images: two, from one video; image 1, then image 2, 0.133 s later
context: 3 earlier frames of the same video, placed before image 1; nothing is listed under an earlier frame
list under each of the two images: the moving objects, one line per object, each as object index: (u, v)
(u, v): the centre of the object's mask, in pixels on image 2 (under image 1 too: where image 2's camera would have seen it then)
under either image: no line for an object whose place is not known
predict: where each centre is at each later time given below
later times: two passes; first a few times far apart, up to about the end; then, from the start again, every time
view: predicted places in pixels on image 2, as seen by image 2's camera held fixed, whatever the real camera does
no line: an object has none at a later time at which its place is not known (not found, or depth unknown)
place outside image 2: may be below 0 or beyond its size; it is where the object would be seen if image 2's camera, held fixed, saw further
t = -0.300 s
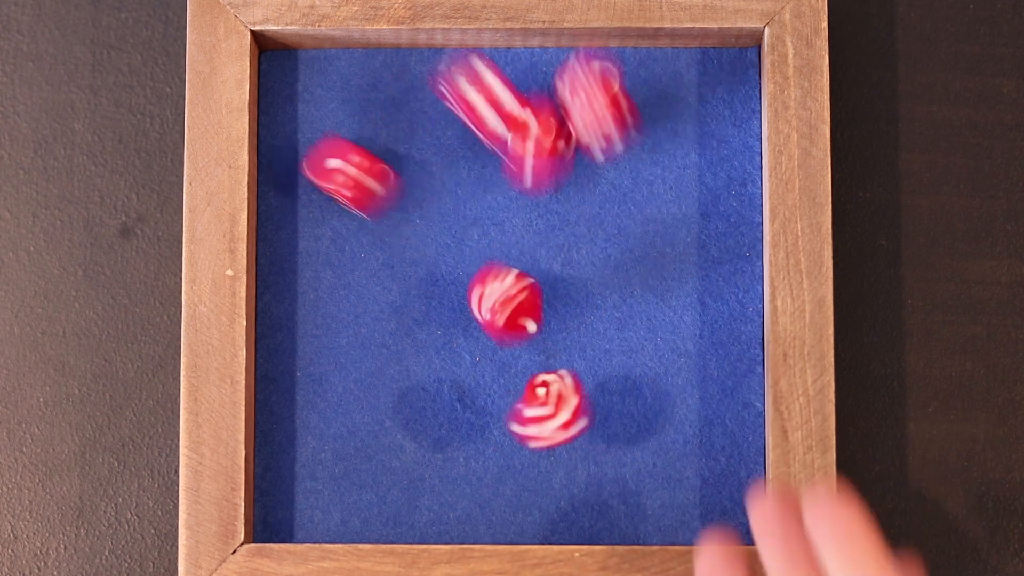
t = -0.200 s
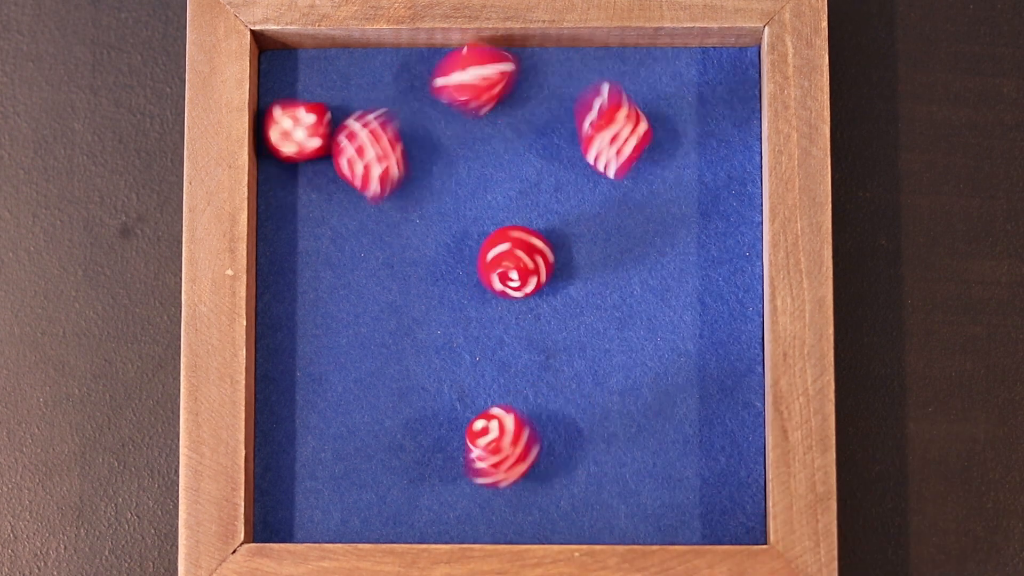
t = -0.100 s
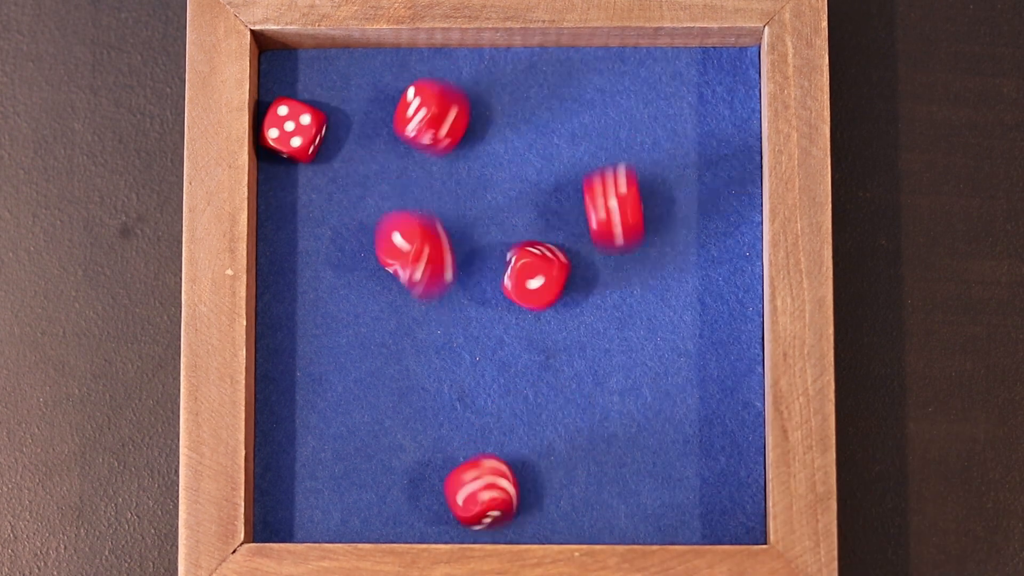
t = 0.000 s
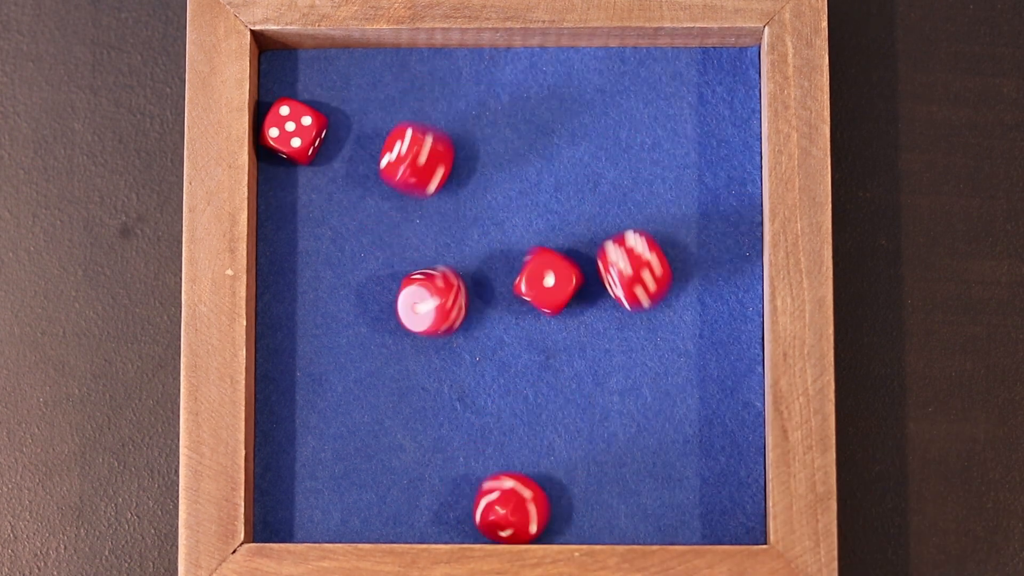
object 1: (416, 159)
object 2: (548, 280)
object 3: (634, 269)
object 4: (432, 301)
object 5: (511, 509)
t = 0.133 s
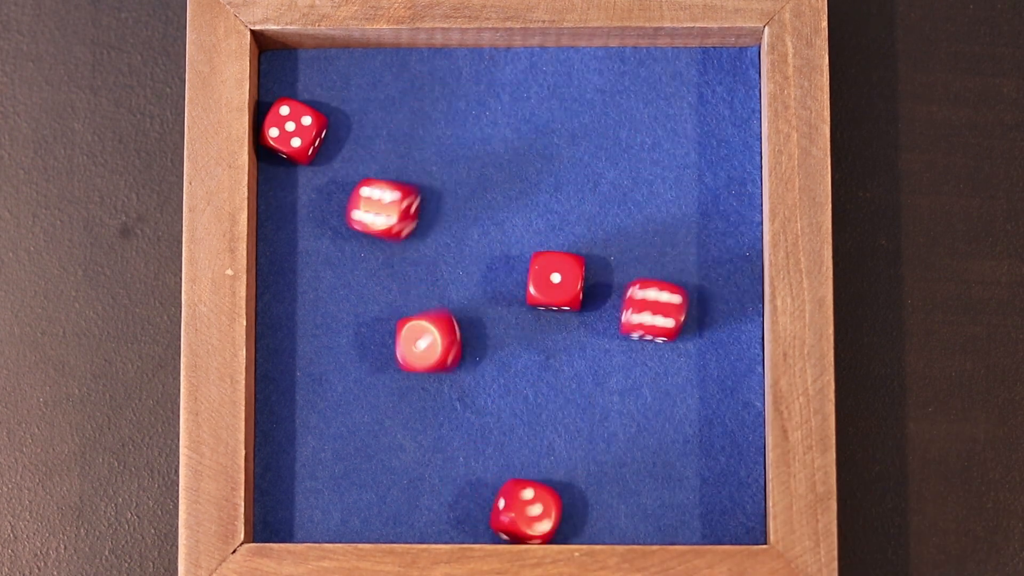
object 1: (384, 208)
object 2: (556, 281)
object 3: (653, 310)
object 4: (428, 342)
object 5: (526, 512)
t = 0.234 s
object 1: (388, 224)
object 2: (556, 281)
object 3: (643, 310)
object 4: (438, 353)
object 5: (511, 505)
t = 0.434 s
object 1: (388, 224)
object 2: (556, 281)
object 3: (643, 310)
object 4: (437, 353)
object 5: (511, 505)
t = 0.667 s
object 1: (388, 224)
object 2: (555, 281)
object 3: (643, 310)
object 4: (437, 353)
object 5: (511, 505)
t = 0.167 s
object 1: (380, 213)
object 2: (555, 281)
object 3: (644, 311)
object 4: (430, 350)
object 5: (519, 509)
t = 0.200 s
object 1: (383, 219)
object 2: (556, 281)
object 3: (643, 310)
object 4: (436, 354)
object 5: (513, 505)
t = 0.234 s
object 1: (388, 224)
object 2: (556, 281)
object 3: (643, 310)
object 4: (438, 353)
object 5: (511, 505)
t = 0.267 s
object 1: (389, 224)
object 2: (556, 281)
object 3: (643, 310)
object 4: (437, 352)
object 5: (511, 505)
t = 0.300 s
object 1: (389, 224)
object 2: (556, 281)
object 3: (643, 310)
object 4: (438, 353)
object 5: (511, 505)
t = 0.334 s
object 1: (388, 224)
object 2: (556, 281)
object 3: (643, 310)
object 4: (437, 352)
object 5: (511, 505)
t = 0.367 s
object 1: (388, 224)
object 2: (556, 281)
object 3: (643, 310)
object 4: (437, 353)
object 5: (511, 505)
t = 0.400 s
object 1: (388, 224)
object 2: (556, 281)
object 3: (643, 310)
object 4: (437, 353)
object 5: (511, 505)
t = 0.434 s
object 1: (388, 224)
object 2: (556, 281)
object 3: (643, 310)
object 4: (437, 353)
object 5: (511, 505)
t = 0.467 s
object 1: (388, 224)
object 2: (556, 281)
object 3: (643, 310)
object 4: (437, 353)
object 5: (511, 505)
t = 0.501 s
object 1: (388, 224)
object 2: (555, 281)
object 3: (643, 310)
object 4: (437, 353)
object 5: (511, 505)
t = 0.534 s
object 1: (388, 224)
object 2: (555, 281)
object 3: (643, 310)
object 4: (437, 352)
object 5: (511, 505)
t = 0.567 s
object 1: (388, 224)
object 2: (556, 281)
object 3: (643, 310)
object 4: (437, 352)
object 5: (511, 505)
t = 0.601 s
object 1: (388, 224)
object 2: (556, 281)
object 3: (643, 310)
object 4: (437, 352)
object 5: (511, 505)
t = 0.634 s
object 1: (388, 224)
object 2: (555, 281)
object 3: (643, 310)
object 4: (437, 353)
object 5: (511, 505)
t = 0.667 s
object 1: (388, 224)
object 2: (555, 281)
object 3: (643, 310)
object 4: (437, 353)
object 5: (511, 505)
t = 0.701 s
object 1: (388, 224)
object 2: (556, 281)
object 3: (643, 310)
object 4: (437, 353)
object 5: (511, 505)
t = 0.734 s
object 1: (388, 224)
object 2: (556, 281)
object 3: (643, 310)
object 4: (437, 352)
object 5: (511, 505)
